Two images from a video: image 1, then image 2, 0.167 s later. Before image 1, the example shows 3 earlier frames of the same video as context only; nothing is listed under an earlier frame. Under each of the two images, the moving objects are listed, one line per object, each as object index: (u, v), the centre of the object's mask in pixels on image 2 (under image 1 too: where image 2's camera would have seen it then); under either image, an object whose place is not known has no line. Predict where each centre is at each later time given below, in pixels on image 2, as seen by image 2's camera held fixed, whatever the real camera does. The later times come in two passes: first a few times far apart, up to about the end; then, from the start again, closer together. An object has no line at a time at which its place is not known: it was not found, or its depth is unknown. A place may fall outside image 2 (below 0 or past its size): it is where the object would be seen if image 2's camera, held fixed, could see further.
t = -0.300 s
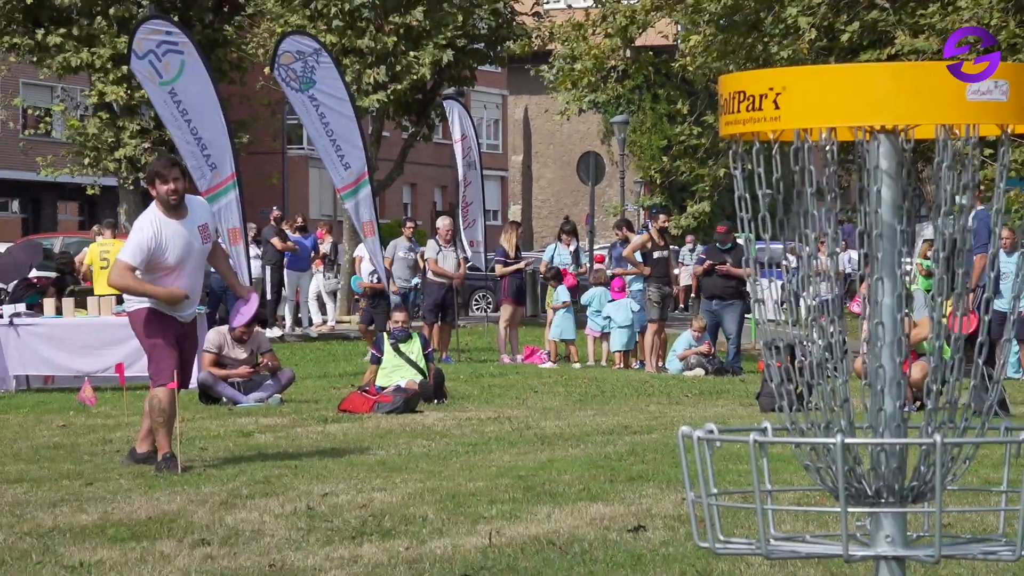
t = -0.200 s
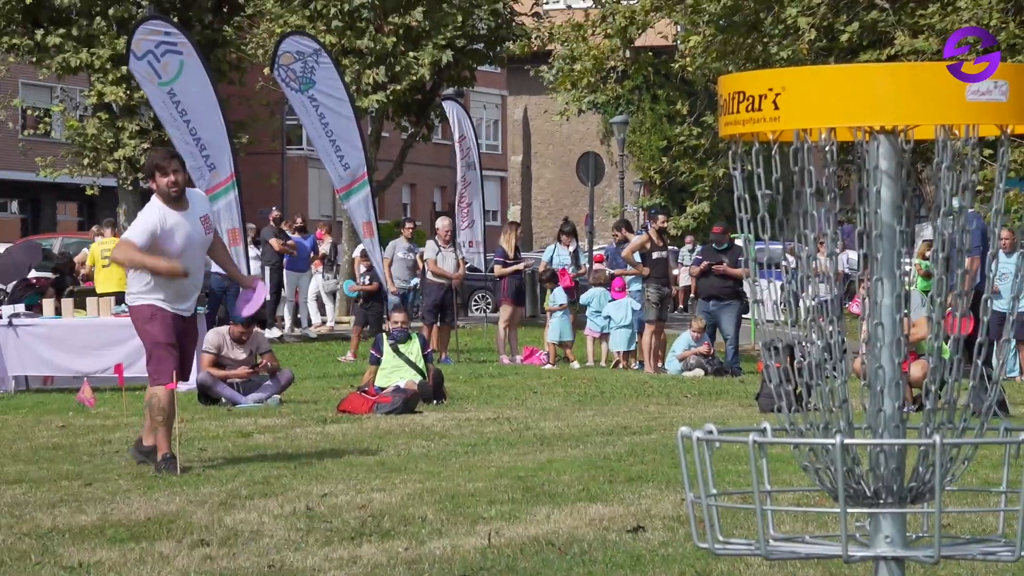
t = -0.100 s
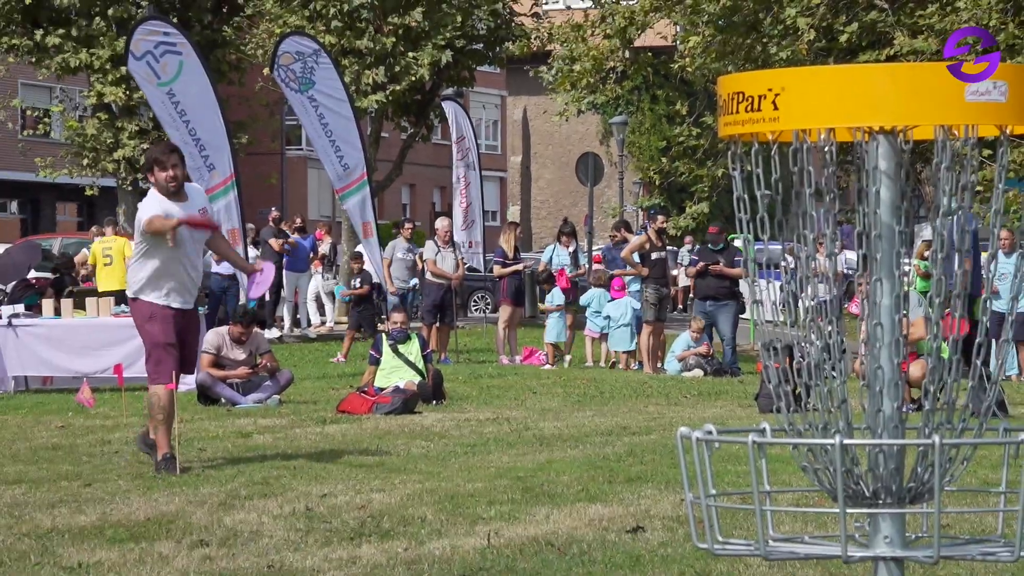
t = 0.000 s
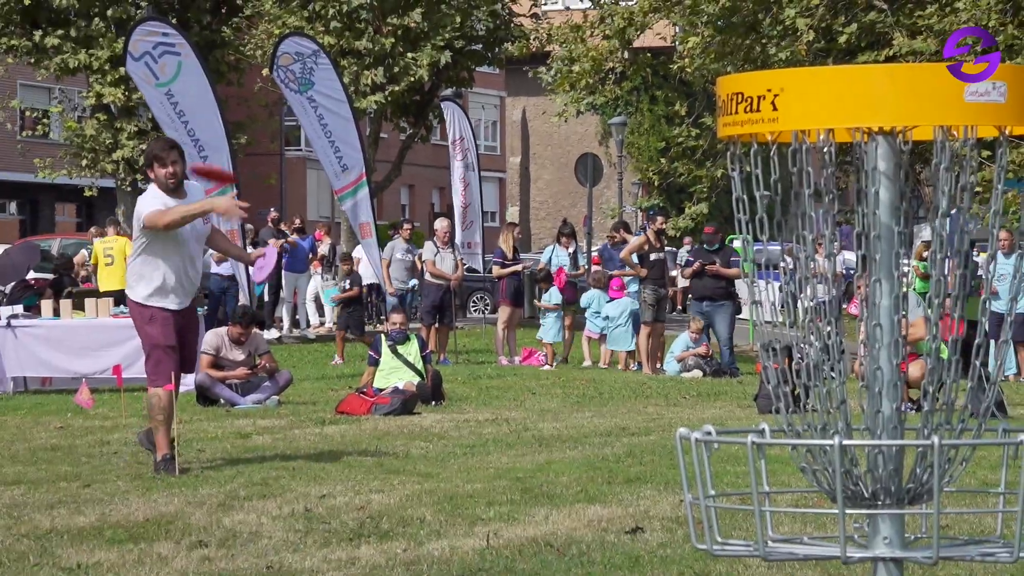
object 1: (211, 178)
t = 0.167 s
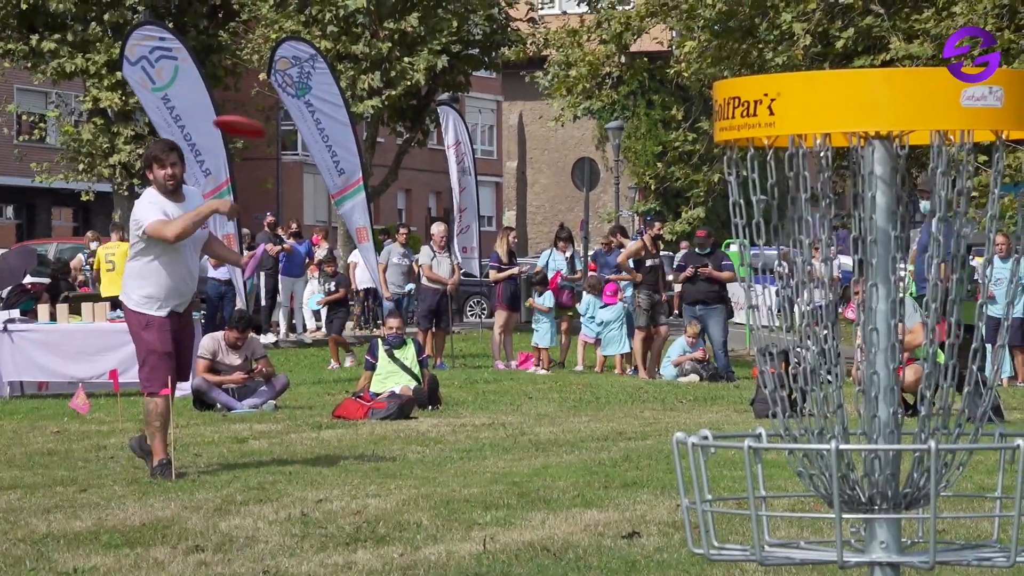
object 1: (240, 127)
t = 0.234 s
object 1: (256, 115)
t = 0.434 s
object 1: (331, 116)
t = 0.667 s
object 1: (504, 199)
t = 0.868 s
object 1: (770, 396)
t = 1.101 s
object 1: (786, 495)
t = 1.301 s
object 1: (786, 508)
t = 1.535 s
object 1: (785, 527)
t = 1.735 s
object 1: (789, 535)
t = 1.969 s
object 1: (791, 540)
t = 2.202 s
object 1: (799, 541)
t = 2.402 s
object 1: (800, 541)
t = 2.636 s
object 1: (800, 541)
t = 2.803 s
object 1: (795, 540)
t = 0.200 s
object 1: (248, 120)
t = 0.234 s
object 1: (256, 115)
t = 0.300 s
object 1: (276, 110)
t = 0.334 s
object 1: (288, 110)
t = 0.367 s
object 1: (300, 111)
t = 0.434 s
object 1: (331, 116)
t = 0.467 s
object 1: (349, 123)
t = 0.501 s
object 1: (367, 129)
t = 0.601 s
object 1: (439, 164)
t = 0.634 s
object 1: (469, 180)
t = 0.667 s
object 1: (504, 199)
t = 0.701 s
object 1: (544, 222)
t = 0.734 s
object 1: (586, 248)
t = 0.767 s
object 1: (636, 280)
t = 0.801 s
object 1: (686, 310)
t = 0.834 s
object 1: (732, 348)
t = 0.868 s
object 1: (770, 396)
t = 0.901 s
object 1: (806, 407)
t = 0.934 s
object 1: (790, 421)
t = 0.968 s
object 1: (762, 449)
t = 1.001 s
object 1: (752, 466)
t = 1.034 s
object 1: (759, 473)
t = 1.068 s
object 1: (774, 480)
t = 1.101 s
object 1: (786, 495)
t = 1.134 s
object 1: (795, 505)
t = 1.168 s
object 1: (796, 505)
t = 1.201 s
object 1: (795, 505)
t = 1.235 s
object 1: (789, 507)
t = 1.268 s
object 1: (787, 507)
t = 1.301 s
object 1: (786, 508)
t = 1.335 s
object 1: (786, 509)
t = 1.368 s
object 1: (787, 511)
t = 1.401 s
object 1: (787, 519)
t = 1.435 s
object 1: (788, 530)
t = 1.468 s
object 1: (788, 537)
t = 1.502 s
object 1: (784, 530)
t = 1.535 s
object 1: (785, 527)
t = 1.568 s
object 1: (785, 527)
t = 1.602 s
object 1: (784, 531)
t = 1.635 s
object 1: (787, 537)
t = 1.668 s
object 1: (798, 539)
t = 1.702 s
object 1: (799, 535)
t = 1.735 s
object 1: (789, 535)
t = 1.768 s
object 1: (791, 540)
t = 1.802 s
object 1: (799, 540)
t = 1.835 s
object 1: (795, 540)
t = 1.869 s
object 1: (791, 540)
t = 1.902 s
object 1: (791, 540)
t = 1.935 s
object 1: (794, 540)
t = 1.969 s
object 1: (791, 540)
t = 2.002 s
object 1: (799, 541)
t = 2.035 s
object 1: (790, 540)
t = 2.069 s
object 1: (799, 541)
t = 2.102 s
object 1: (799, 541)
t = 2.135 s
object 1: (791, 540)
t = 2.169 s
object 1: (799, 541)
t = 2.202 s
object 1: (799, 541)
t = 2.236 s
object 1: (800, 540)
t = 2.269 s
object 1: (800, 541)
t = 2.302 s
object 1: (800, 541)
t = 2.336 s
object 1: (791, 540)
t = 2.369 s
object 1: (800, 541)
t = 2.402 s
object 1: (800, 541)
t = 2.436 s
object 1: (800, 540)
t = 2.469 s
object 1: (801, 540)
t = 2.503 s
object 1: (800, 541)
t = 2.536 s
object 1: (791, 540)
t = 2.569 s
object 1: (800, 541)
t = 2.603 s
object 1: (800, 541)
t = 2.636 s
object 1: (800, 541)
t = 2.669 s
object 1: (801, 541)
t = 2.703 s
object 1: (800, 541)
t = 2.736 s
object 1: (800, 541)
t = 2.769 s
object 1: (791, 540)
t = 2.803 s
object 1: (795, 540)
